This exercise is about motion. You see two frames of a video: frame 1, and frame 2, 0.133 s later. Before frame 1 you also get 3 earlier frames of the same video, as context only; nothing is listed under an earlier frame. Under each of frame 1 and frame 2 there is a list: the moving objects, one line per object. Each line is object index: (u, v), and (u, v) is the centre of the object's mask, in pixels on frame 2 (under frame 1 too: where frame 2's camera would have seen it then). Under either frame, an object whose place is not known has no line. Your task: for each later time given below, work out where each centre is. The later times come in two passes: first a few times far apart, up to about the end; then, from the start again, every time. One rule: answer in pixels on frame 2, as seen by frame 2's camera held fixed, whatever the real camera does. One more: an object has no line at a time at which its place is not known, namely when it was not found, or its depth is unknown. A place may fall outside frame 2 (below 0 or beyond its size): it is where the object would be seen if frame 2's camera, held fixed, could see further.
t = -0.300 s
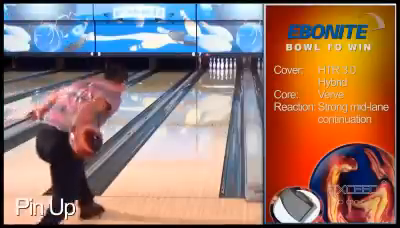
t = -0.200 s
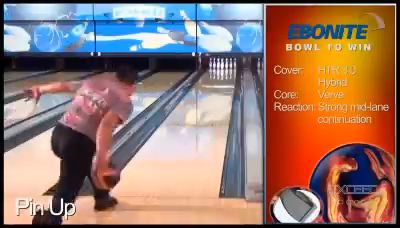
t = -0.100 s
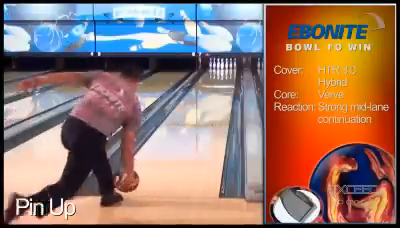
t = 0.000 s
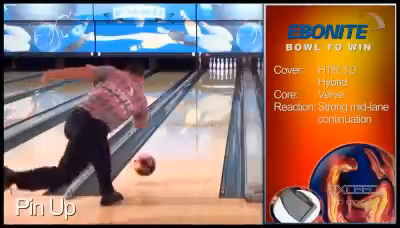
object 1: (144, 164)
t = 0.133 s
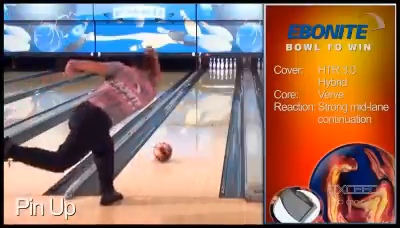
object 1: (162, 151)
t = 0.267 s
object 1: (176, 137)
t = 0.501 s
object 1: (193, 118)
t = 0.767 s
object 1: (206, 103)
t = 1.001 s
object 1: (213, 94)
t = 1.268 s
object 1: (220, 86)
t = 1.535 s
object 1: (224, 80)
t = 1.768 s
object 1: (227, 75)
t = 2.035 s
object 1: (227, 71)
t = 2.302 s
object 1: (226, 68)
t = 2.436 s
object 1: (225, 67)
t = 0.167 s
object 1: (166, 148)
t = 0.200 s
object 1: (170, 144)
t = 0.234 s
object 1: (173, 140)
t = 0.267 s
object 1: (176, 137)
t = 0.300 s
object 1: (179, 134)
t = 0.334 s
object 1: (182, 131)
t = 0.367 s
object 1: (184, 128)
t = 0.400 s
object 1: (187, 125)
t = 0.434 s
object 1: (189, 123)
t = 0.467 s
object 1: (191, 120)
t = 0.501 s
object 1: (193, 118)
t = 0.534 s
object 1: (195, 116)
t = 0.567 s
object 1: (196, 114)
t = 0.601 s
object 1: (199, 112)
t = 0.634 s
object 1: (200, 110)
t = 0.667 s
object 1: (202, 108)
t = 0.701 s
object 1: (203, 107)
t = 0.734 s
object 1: (205, 105)
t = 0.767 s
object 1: (206, 103)
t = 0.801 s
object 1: (207, 101)
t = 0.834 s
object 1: (208, 100)
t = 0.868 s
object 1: (209, 99)
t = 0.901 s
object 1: (211, 97)
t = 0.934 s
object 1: (212, 96)
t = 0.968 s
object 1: (213, 95)
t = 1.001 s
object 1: (213, 94)
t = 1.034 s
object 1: (214, 92)
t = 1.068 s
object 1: (215, 92)
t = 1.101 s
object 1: (216, 91)
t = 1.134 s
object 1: (217, 90)
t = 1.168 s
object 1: (218, 89)
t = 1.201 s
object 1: (218, 88)
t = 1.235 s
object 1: (219, 88)
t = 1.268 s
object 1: (220, 86)
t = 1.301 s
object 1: (221, 85)
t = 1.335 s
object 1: (221, 84)
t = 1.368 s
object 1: (222, 84)
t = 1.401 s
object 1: (222, 83)
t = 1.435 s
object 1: (223, 82)
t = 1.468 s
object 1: (224, 82)
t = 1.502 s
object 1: (224, 82)
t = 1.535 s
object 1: (224, 80)
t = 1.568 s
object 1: (225, 79)
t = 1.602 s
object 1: (226, 78)
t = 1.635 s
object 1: (226, 78)
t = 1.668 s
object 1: (226, 77)
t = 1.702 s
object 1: (226, 76)
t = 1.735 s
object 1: (227, 76)
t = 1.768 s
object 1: (227, 75)
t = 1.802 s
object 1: (228, 75)
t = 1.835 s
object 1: (227, 74)
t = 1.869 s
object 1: (227, 74)
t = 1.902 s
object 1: (227, 74)
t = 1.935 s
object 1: (227, 74)
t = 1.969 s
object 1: (227, 73)
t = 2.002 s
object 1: (227, 72)
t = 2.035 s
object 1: (227, 71)
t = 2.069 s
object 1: (227, 71)
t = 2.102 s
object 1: (227, 69)
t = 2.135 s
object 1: (227, 70)
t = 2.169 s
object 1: (227, 70)
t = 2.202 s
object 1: (226, 69)
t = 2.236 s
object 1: (226, 68)
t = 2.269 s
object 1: (225, 68)
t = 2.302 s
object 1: (226, 68)
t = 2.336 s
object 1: (225, 67)
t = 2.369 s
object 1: (224, 67)
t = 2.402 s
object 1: (224, 67)
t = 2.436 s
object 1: (225, 67)
